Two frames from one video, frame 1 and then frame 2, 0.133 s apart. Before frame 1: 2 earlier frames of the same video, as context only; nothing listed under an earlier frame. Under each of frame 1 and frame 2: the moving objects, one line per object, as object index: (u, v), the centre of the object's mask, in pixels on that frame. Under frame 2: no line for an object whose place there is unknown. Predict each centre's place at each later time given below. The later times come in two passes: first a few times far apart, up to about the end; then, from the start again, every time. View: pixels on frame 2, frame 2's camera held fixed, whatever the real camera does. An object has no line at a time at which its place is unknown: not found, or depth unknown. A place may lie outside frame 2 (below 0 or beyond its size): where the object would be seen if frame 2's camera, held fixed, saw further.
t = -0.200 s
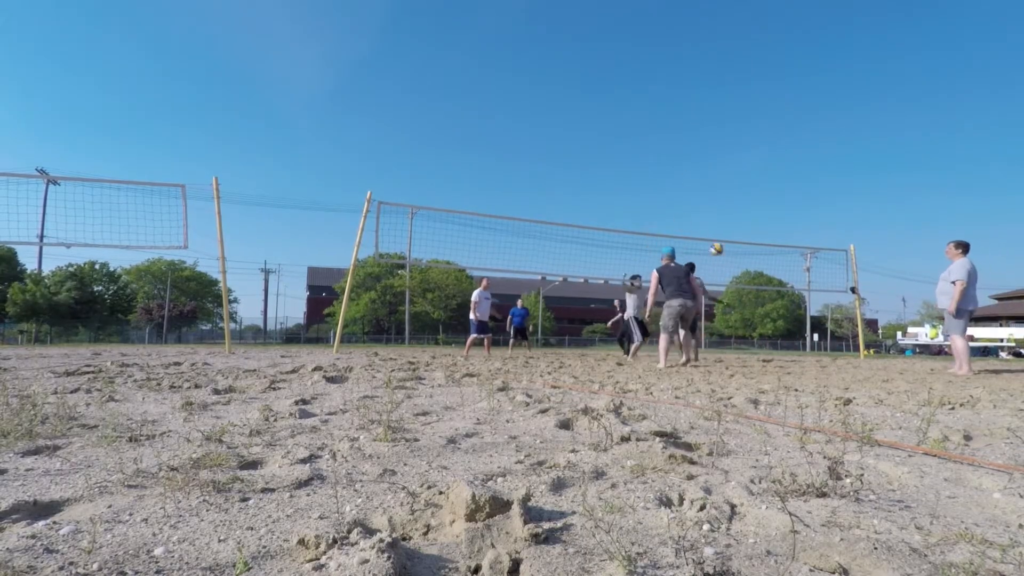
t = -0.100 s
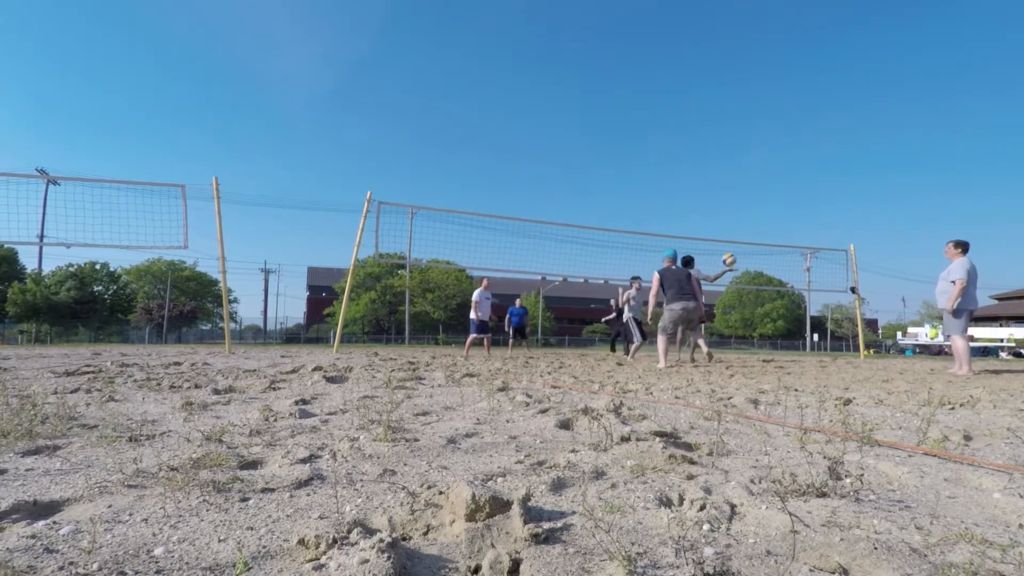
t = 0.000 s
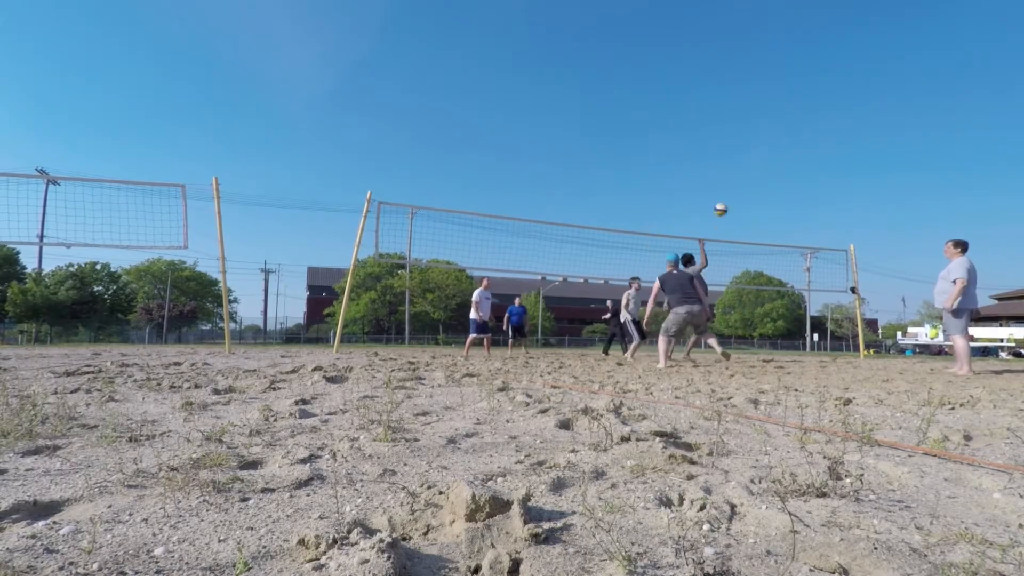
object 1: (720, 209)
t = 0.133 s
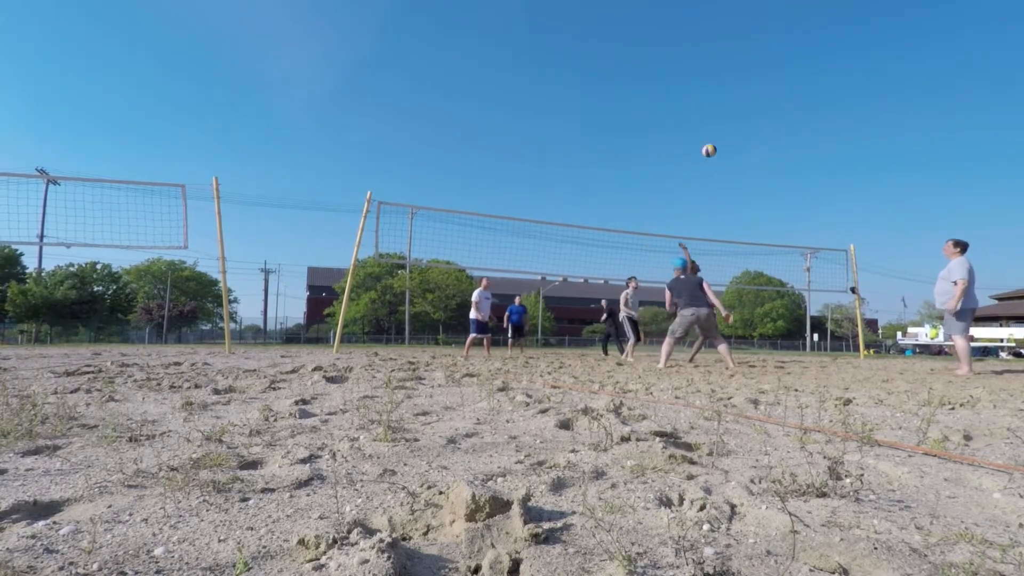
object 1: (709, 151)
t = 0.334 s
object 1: (689, 82)
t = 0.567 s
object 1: (665, 34)
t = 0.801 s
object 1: (640, 22)
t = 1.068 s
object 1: (612, 52)
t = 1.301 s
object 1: (585, 119)
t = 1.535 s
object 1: (559, 221)
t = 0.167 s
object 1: (706, 137)
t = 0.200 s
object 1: (702, 125)
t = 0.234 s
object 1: (699, 113)
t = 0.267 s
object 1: (696, 101)
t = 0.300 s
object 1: (692, 91)
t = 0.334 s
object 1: (689, 82)
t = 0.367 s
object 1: (686, 72)
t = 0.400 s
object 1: (683, 64)
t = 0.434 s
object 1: (679, 56)
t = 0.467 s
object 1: (676, 50)
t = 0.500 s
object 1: (672, 44)
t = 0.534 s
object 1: (668, 38)
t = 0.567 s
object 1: (665, 34)
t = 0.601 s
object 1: (661, 30)
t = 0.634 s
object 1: (657, 27)
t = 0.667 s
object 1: (654, 25)
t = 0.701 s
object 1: (650, 23)
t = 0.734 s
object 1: (647, 22)
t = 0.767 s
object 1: (643, 22)
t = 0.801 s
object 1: (640, 22)
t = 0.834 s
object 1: (637, 23)
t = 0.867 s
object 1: (634, 25)
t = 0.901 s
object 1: (630, 28)
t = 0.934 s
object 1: (626, 32)
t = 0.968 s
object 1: (623, 36)
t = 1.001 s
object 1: (619, 41)
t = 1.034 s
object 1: (615, 46)
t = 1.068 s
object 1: (612, 52)
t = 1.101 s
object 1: (608, 60)
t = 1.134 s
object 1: (604, 68)
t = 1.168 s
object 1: (600, 76)
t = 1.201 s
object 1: (596, 85)
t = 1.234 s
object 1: (593, 96)
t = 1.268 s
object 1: (589, 107)
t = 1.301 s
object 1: (585, 119)
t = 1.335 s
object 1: (582, 132)
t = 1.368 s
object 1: (578, 145)
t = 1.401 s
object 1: (574, 159)
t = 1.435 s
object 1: (571, 174)
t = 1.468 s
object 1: (567, 189)
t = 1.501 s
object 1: (563, 205)
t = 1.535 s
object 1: (559, 221)
